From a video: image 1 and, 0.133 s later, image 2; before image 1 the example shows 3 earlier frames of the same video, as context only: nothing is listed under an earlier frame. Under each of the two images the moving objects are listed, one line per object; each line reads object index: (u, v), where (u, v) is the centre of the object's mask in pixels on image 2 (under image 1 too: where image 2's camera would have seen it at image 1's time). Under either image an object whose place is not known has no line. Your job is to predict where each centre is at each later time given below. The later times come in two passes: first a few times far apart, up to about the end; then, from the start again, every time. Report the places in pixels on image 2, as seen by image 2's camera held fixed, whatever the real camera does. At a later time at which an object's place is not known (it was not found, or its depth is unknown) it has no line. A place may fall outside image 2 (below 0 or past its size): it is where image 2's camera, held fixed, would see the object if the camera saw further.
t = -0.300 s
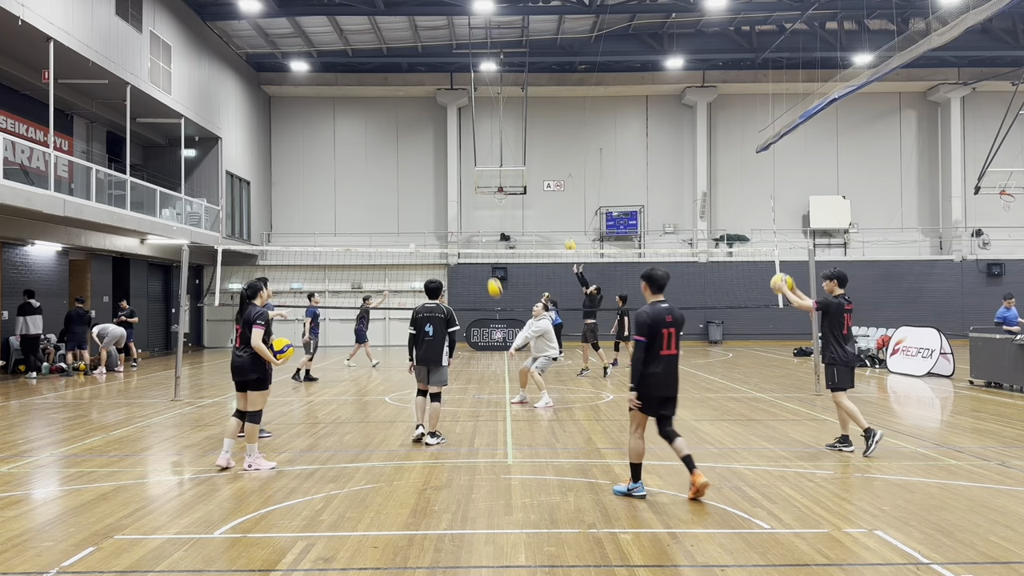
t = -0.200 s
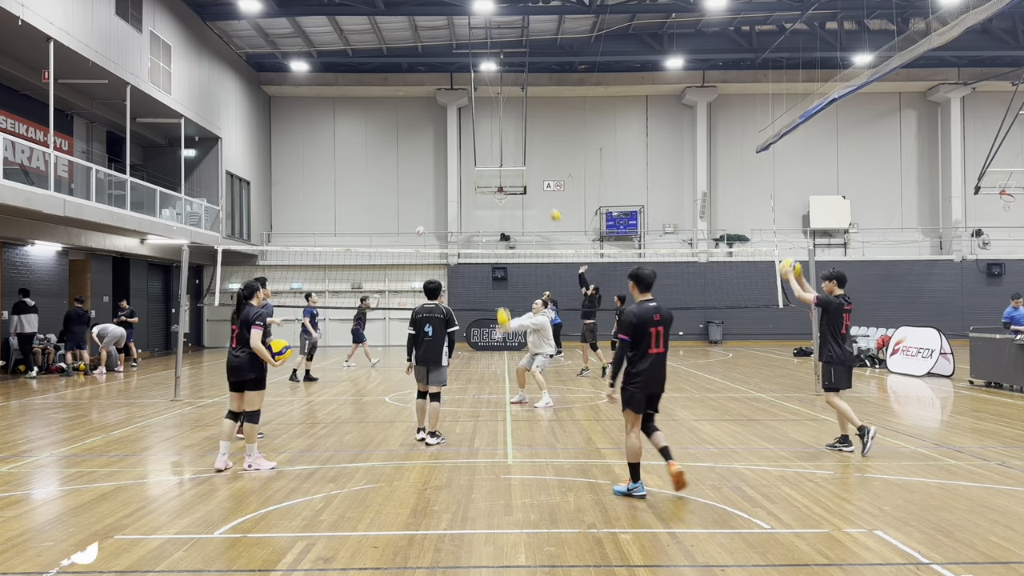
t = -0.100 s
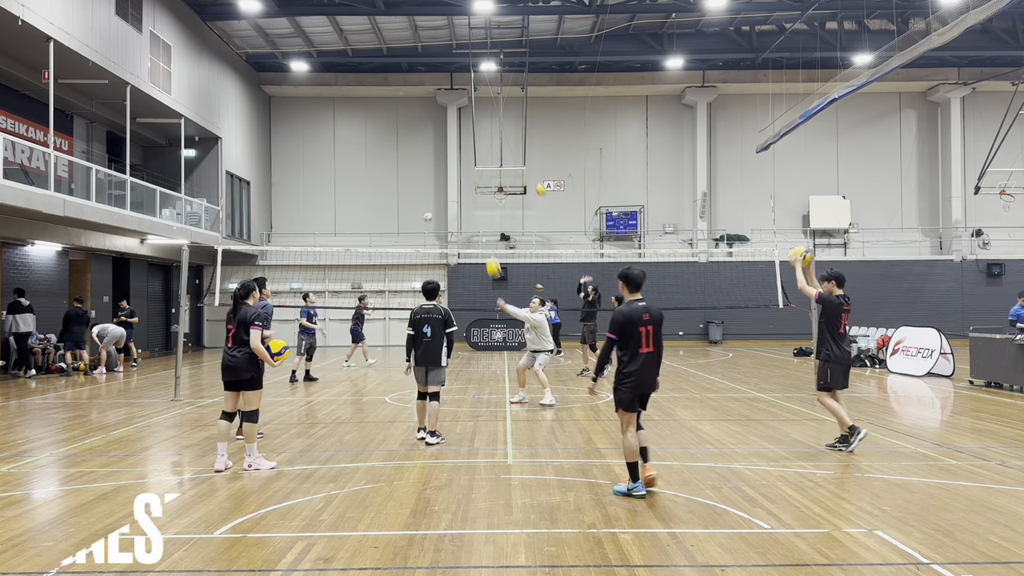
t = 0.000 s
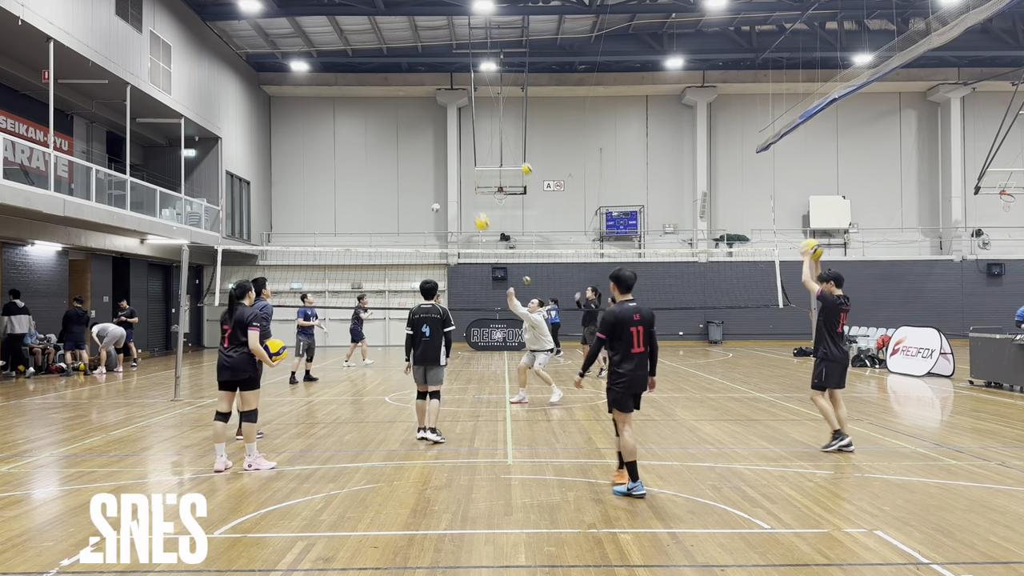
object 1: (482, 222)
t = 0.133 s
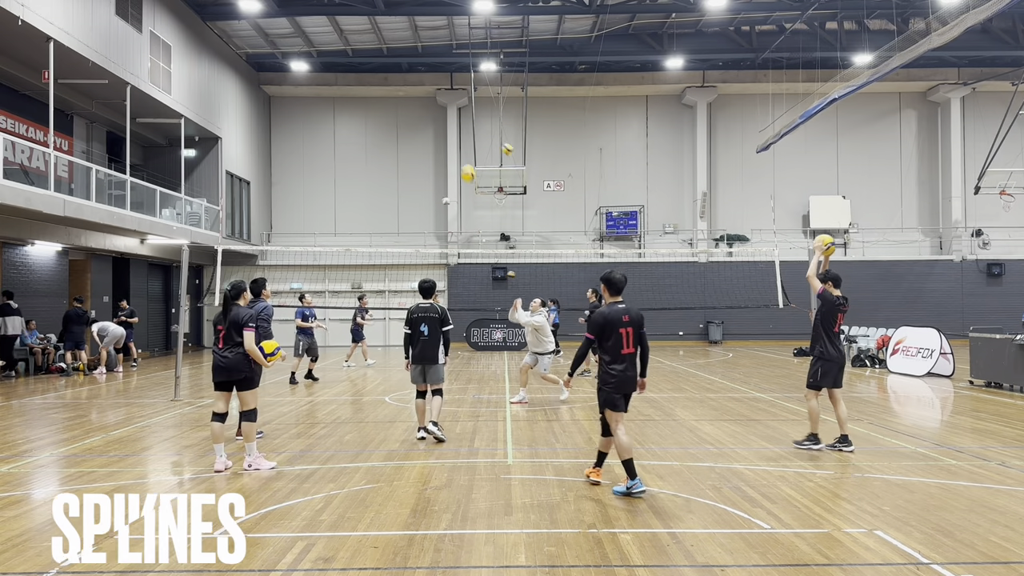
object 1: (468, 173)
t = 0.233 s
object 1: (458, 145)
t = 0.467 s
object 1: (434, 105)
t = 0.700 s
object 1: (411, 102)
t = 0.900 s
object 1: (391, 130)
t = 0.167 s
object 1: (464, 163)
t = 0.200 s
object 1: (461, 153)
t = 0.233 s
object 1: (458, 145)
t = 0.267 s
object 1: (454, 137)
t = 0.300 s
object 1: (451, 129)
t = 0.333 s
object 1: (447, 123)
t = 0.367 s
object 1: (444, 118)
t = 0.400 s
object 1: (441, 112)
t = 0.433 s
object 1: (438, 108)
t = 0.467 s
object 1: (434, 105)
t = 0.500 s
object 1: (431, 102)
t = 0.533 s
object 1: (427, 100)
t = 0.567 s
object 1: (424, 99)
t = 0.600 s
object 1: (421, 99)
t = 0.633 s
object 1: (417, 99)
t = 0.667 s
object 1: (414, 100)
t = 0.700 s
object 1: (411, 102)
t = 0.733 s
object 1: (408, 105)
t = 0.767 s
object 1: (404, 108)
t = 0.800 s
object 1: (401, 113)
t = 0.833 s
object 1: (397, 118)
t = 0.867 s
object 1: (394, 124)
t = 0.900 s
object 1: (391, 130)
